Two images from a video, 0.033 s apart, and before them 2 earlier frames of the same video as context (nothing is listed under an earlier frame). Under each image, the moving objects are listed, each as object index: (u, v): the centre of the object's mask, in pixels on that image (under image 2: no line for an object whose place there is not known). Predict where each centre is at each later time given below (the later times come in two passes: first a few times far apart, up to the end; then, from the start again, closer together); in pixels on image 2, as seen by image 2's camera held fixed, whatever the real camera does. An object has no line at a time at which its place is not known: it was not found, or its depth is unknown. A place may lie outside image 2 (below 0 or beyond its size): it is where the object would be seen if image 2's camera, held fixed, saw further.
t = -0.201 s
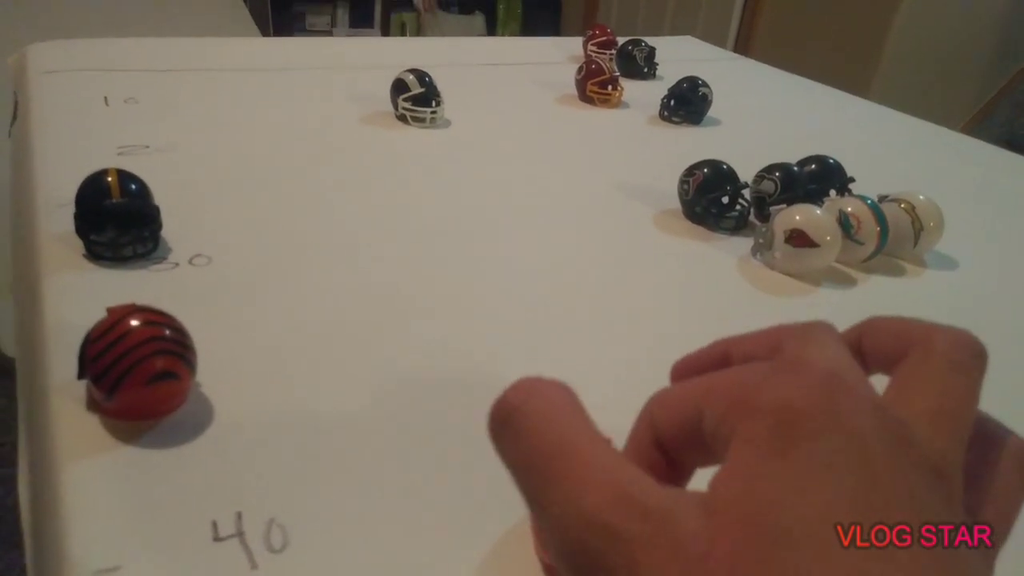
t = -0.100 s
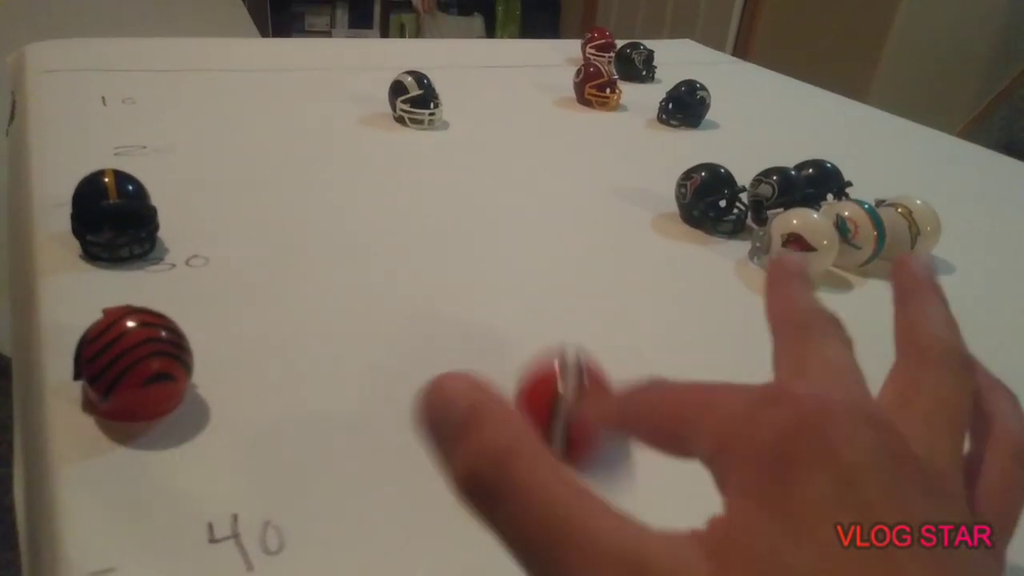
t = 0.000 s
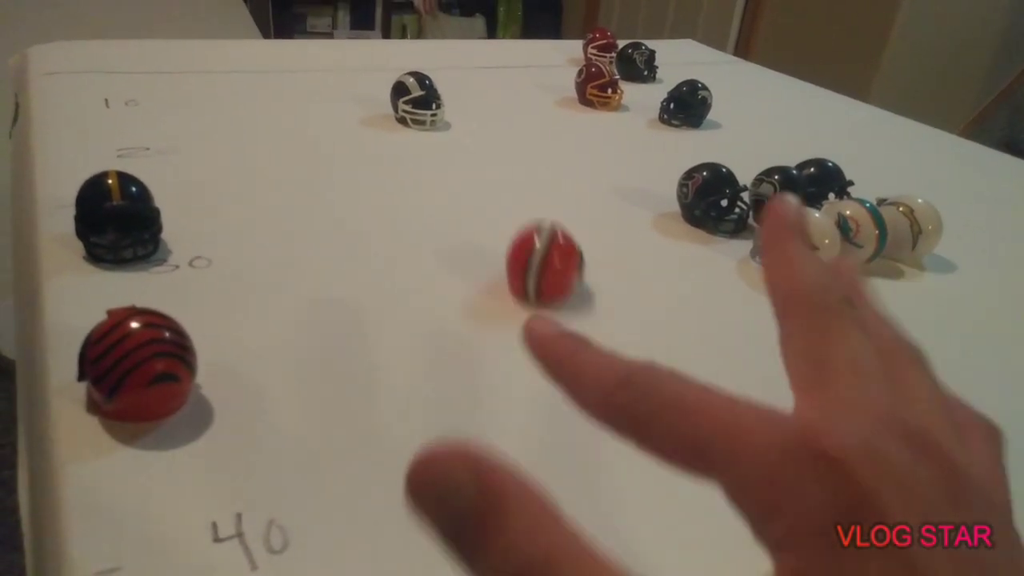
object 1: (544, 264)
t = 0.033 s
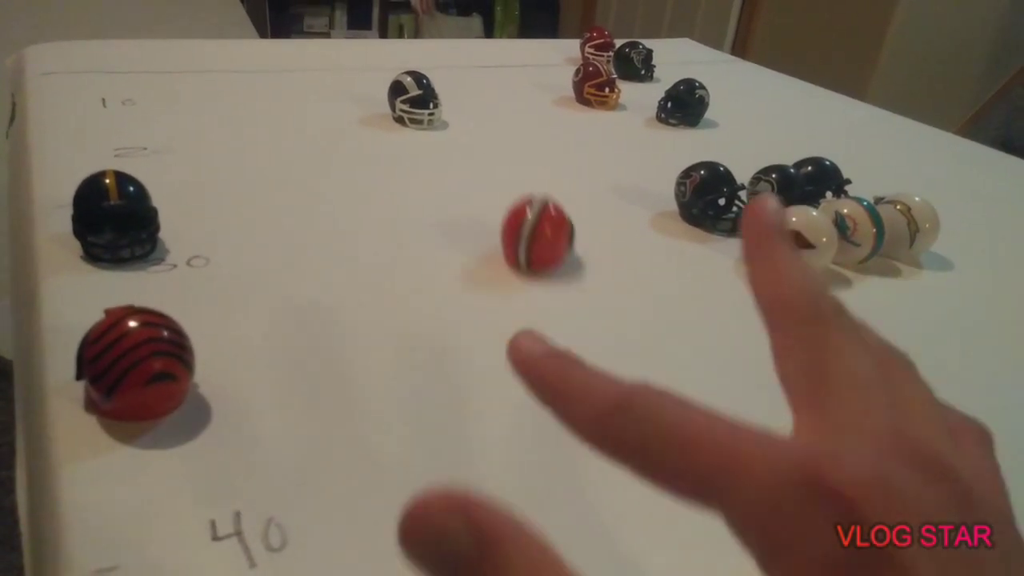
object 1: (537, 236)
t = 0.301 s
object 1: (518, 151)
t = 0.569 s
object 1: (517, 151)
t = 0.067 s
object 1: (533, 213)
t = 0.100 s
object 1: (529, 196)
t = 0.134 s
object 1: (526, 182)
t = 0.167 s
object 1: (524, 171)
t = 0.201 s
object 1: (522, 163)
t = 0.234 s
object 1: (520, 157)
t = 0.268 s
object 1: (519, 153)
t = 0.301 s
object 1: (518, 151)
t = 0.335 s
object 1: (517, 151)
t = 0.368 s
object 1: (517, 151)
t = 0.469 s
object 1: (516, 151)
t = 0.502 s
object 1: (516, 151)
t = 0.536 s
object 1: (516, 151)
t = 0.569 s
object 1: (517, 151)
